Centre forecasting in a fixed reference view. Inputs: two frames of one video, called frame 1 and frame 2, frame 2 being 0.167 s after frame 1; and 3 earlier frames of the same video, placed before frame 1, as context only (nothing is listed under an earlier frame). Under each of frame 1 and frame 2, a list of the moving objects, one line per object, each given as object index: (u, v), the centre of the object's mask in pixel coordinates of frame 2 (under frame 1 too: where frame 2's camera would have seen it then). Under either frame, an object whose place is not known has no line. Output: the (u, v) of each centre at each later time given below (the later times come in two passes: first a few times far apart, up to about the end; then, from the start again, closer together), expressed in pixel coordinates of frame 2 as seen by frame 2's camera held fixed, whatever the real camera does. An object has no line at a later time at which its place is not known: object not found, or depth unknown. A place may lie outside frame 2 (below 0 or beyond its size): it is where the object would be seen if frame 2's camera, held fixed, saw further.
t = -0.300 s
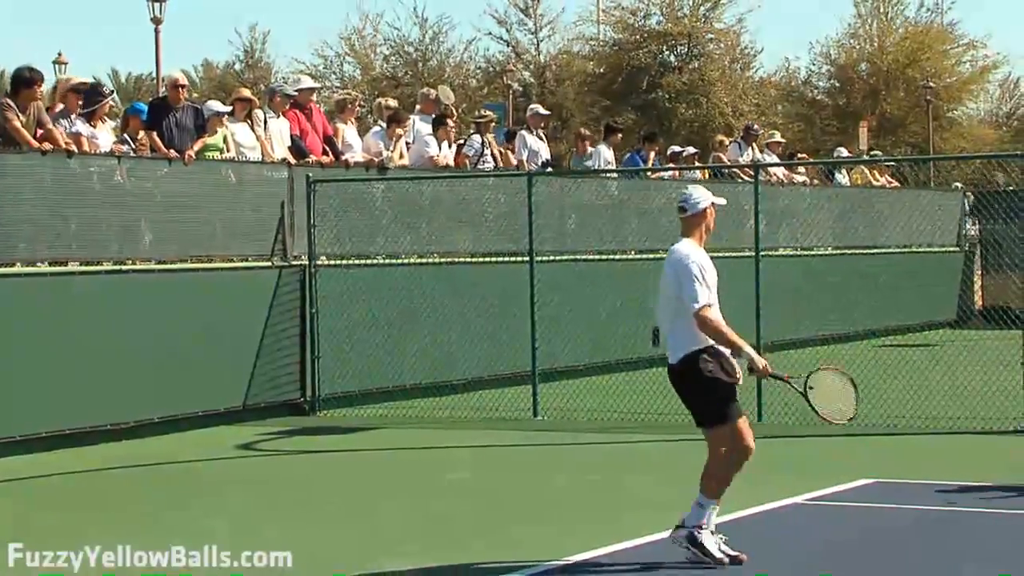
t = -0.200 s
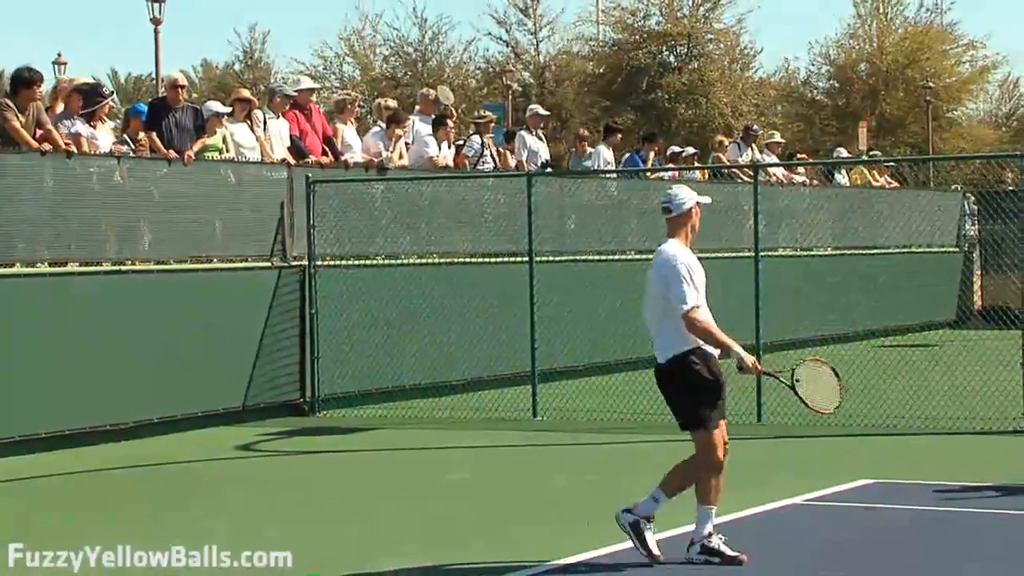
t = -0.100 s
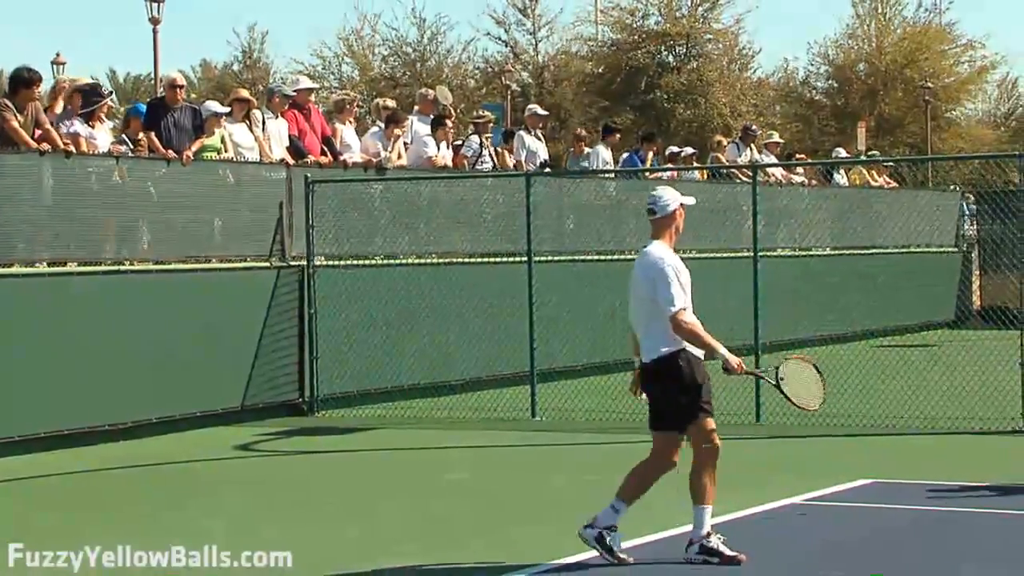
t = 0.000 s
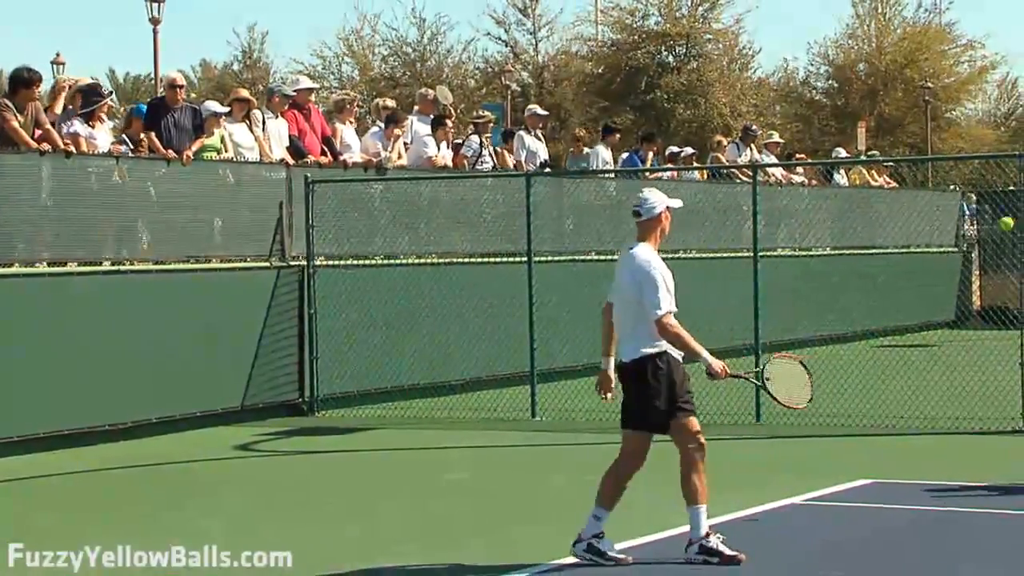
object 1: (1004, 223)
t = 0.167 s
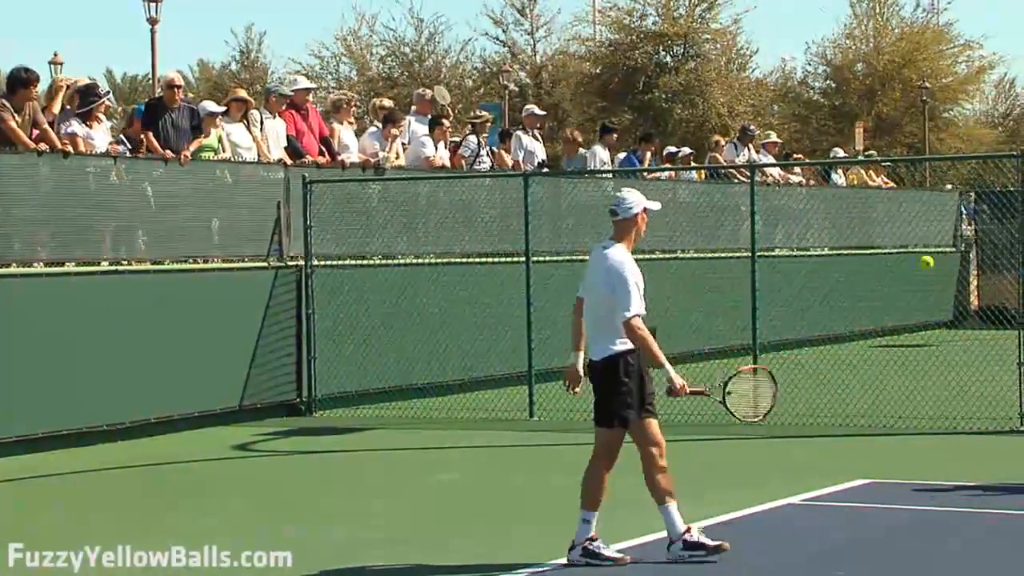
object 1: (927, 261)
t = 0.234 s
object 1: (896, 290)
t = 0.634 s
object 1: (723, 456)
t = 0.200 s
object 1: (911, 275)
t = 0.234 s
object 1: (896, 290)
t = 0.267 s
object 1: (880, 310)
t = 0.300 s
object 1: (864, 331)
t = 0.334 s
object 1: (850, 352)
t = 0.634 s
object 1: (723, 456)
